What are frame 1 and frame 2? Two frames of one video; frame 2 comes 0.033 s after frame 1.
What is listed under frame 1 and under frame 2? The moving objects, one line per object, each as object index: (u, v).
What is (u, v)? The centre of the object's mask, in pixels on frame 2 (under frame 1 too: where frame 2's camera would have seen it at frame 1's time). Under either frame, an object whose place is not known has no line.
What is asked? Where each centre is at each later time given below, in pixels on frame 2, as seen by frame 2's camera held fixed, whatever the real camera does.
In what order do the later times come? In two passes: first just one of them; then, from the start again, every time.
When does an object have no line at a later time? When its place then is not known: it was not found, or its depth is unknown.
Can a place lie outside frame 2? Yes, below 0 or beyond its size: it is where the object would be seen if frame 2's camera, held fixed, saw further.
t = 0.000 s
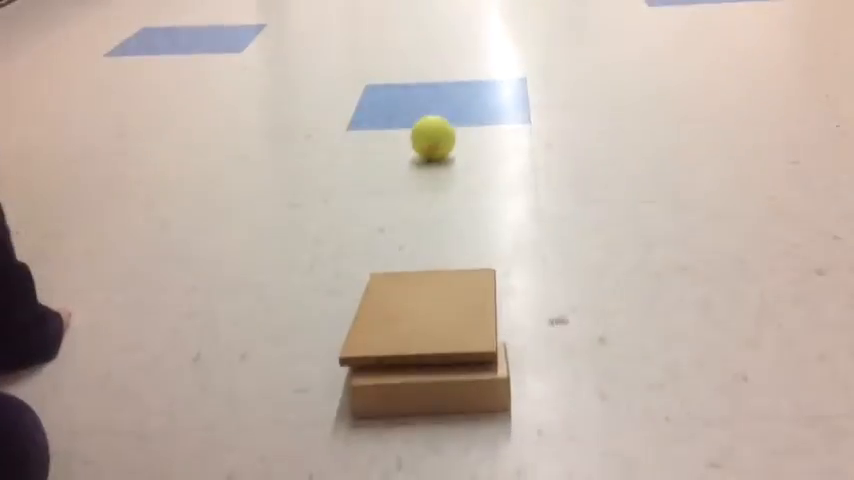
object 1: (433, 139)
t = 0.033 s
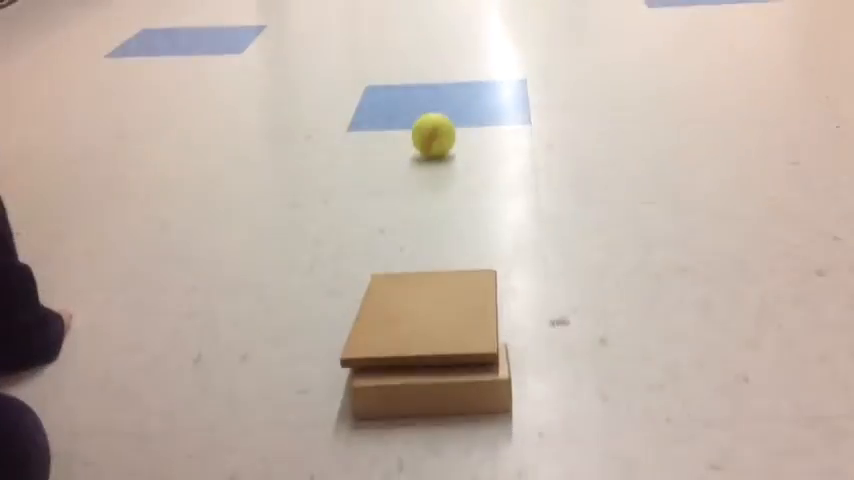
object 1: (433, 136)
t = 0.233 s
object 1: (435, 115)
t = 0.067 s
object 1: (434, 132)
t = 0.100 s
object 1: (434, 128)
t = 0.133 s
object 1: (435, 125)
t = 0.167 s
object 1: (435, 121)
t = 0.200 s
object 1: (435, 117)
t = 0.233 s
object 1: (435, 115)
